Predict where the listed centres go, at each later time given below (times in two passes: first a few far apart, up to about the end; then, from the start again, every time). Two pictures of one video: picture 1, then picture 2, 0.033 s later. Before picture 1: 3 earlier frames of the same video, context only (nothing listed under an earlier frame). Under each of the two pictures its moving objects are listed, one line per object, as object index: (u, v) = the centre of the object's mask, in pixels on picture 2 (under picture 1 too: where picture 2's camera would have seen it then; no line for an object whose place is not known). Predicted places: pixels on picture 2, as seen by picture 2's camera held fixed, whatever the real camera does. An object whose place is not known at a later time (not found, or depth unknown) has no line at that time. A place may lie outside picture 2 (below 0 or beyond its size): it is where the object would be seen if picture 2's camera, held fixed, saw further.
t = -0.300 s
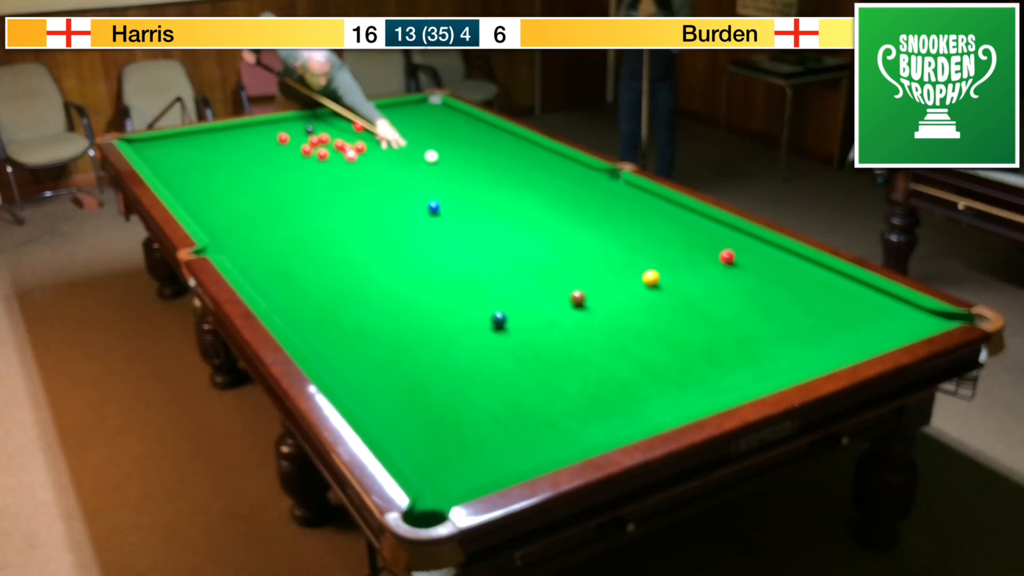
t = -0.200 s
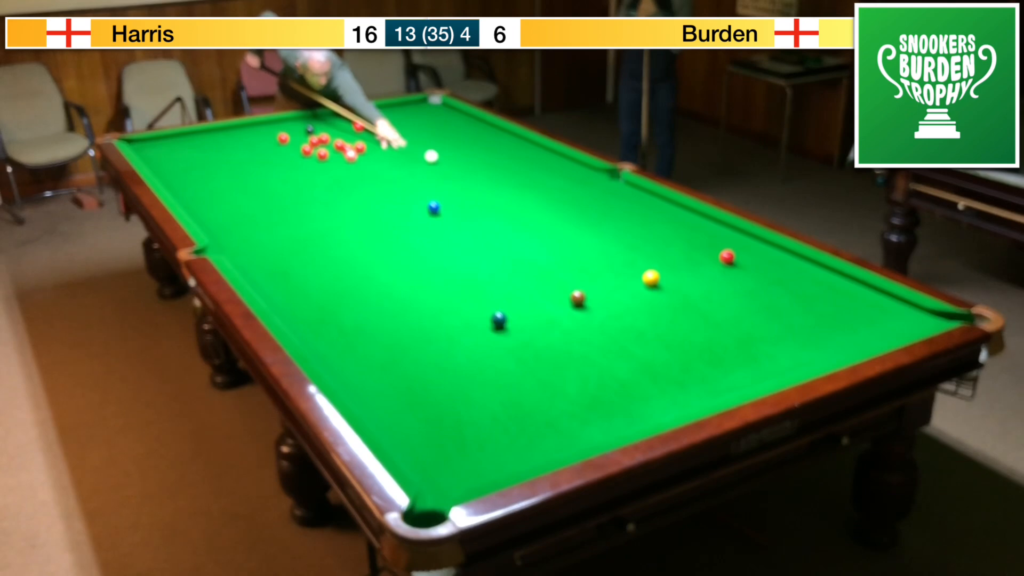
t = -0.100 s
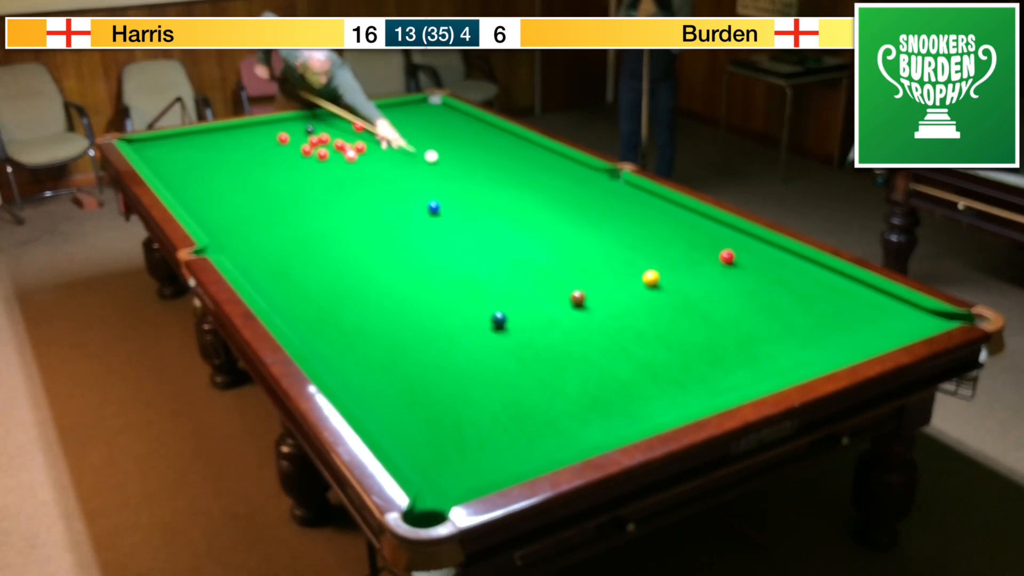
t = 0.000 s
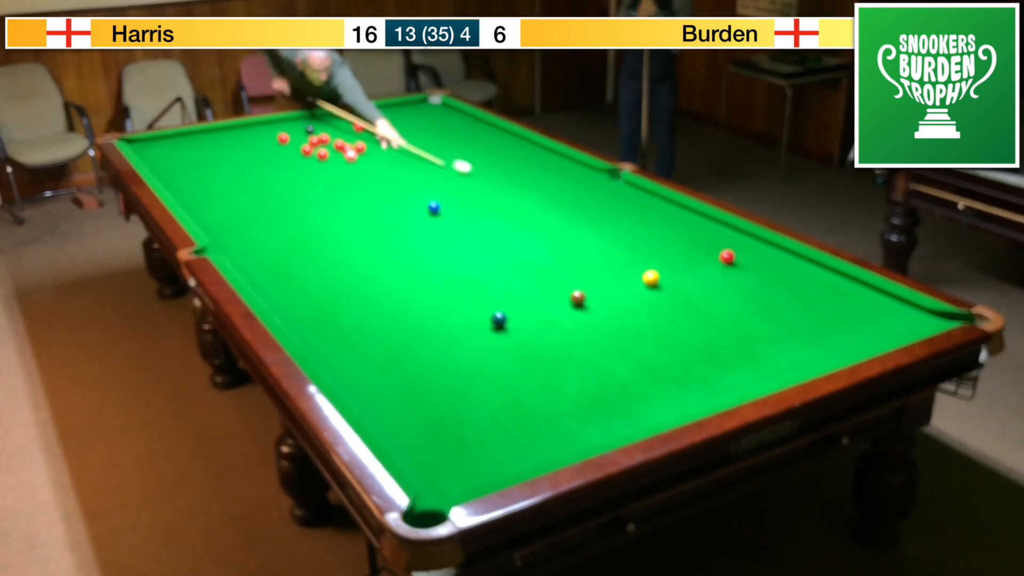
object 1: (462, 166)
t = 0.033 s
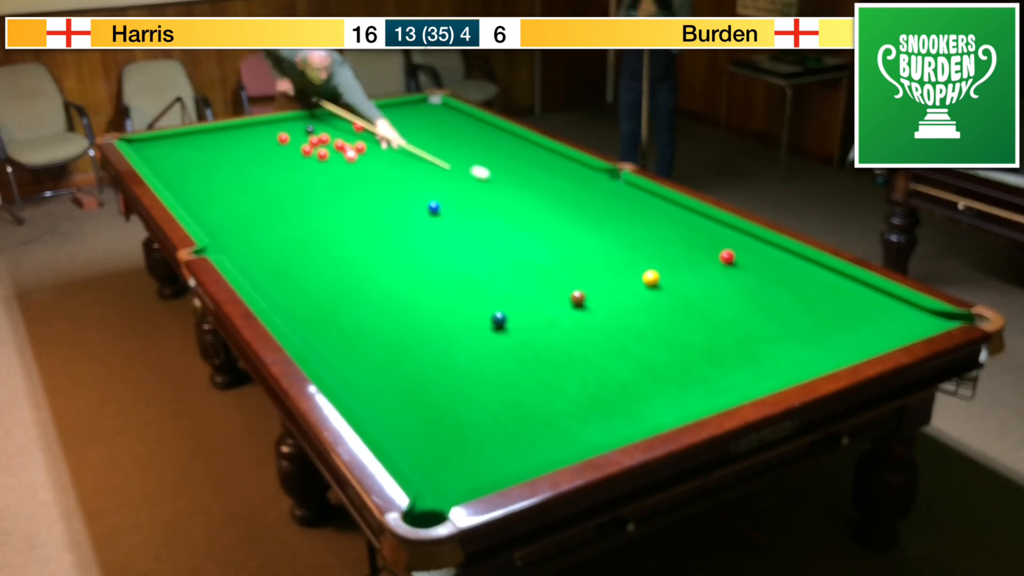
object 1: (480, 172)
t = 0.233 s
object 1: (598, 213)
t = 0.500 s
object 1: (722, 253)
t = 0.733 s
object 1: (751, 260)
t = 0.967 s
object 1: (784, 267)
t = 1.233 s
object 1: (820, 276)
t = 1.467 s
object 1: (851, 284)
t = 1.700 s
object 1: (878, 291)
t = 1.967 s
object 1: (895, 302)
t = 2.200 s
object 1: (909, 312)
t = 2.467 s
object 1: (923, 321)
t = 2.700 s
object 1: (914, 319)
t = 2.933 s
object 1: (903, 316)
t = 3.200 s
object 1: (892, 314)
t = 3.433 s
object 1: (886, 312)
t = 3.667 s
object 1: (881, 311)
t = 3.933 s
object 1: (878, 310)
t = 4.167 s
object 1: (878, 310)
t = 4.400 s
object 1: (878, 310)
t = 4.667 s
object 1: (878, 310)
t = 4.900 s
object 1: (878, 310)
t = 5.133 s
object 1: (878, 310)
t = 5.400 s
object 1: (878, 310)
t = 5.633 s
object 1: (878, 310)
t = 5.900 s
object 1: (878, 310)
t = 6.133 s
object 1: (878, 310)
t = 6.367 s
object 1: (878, 310)
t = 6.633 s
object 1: (878, 310)
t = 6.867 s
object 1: (878, 310)
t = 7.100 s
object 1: (878, 310)
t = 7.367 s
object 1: (878, 310)
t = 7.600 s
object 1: (878, 310)
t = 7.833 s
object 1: (878, 310)
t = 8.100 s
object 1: (878, 310)
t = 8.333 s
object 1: (878, 311)
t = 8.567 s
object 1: (878, 311)
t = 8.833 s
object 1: (878, 311)
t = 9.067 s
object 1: (878, 311)
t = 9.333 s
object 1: (878, 311)
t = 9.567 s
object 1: (878, 311)
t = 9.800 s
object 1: (878, 311)
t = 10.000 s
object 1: (878, 311)
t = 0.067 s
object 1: (499, 179)
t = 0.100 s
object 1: (518, 185)
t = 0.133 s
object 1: (538, 192)
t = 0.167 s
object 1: (557, 199)
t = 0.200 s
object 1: (578, 206)
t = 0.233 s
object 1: (598, 213)
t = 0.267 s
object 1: (620, 220)
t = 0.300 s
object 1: (641, 227)
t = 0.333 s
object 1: (663, 234)
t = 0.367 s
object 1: (686, 242)
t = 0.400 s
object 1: (708, 249)
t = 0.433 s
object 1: (717, 252)
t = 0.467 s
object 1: (719, 252)
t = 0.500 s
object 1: (722, 253)
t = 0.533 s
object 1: (725, 253)
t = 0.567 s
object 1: (728, 254)
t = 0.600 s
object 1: (732, 255)
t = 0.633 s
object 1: (737, 256)
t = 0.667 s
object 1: (742, 257)
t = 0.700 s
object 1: (746, 258)
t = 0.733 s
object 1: (751, 260)
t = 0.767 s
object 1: (756, 261)
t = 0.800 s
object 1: (761, 262)
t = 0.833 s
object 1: (765, 263)
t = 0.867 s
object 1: (770, 264)
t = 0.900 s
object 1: (774, 265)
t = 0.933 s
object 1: (779, 266)
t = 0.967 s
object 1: (784, 267)
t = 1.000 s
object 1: (788, 269)
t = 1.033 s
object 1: (792, 270)
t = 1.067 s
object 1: (797, 271)
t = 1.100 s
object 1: (802, 272)
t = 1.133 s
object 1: (806, 273)
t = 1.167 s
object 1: (811, 274)
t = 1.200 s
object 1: (815, 275)
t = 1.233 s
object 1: (820, 276)
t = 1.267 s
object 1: (824, 277)
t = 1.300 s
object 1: (829, 278)
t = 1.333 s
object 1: (834, 279)
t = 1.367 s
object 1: (838, 280)
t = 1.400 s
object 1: (842, 281)
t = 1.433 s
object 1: (846, 282)
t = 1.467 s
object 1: (851, 284)
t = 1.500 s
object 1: (855, 285)
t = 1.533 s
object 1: (859, 286)
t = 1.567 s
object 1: (864, 287)
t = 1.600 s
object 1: (868, 288)
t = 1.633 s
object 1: (872, 288)
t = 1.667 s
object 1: (876, 290)
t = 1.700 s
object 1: (878, 291)
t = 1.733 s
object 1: (880, 293)
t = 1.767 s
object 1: (882, 294)
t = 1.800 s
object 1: (884, 295)
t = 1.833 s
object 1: (886, 297)
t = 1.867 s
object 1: (889, 298)
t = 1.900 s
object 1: (890, 300)
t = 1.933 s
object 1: (893, 301)
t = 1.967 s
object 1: (895, 302)
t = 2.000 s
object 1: (897, 304)
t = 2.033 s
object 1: (899, 305)
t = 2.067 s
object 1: (901, 307)
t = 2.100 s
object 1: (903, 308)
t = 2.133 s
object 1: (905, 309)
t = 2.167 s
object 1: (907, 311)
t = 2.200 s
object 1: (909, 312)
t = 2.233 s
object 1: (911, 313)
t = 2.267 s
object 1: (913, 315)
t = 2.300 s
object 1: (915, 316)
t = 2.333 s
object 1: (916, 317)
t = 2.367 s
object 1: (918, 318)
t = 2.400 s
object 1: (920, 319)
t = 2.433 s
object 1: (921, 320)
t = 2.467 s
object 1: (923, 321)
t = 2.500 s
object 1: (924, 321)
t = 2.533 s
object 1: (922, 321)
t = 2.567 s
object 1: (920, 320)
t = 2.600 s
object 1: (918, 320)
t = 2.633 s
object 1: (916, 319)
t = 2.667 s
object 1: (915, 319)
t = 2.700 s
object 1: (914, 319)
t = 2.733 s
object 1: (912, 319)
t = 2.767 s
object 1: (910, 318)
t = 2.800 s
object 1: (909, 318)
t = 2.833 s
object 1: (908, 318)
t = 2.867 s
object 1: (906, 317)
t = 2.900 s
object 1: (905, 317)
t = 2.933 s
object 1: (903, 316)
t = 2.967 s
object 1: (902, 316)
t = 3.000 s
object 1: (900, 316)
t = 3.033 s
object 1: (899, 316)
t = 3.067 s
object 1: (897, 315)
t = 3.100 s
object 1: (896, 315)
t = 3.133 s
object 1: (895, 315)
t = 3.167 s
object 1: (894, 314)
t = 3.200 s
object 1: (892, 314)
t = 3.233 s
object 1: (891, 314)
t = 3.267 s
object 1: (890, 313)
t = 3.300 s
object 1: (889, 313)
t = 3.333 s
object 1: (888, 313)
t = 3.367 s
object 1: (887, 313)
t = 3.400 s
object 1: (886, 313)
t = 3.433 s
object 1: (886, 312)
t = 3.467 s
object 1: (885, 312)
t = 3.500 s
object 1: (884, 312)
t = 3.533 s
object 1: (883, 312)
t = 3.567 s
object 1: (882, 312)
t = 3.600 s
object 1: (882, 311)
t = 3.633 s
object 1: (881, 311)
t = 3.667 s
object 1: (881, 311)
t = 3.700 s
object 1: (880, 311)
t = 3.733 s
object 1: (880, 311)
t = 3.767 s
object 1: (880, 311)
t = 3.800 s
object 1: (879, 311)
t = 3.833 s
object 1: (879, 310)
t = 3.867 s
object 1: (879, 310)
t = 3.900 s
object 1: (878, 310)
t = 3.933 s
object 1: (878, 310)
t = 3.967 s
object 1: (878, 310)
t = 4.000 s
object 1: (878, 310)
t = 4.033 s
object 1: (878, 310)
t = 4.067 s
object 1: (878, 310)
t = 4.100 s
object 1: (878, 310)
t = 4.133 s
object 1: (878, 310)
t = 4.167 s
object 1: (878, 310)
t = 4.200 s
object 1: (878, 310)
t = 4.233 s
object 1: (878, 310)
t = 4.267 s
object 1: (878, 310)
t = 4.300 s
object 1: (878, 310)
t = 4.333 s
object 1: (878, 310)
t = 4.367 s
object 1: (878, 310)
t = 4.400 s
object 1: (878, 310)
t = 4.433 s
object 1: (878, 310)
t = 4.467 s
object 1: (878, 310)
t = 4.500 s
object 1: (878, 310)
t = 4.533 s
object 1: (878, 310)
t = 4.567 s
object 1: (878, 310)
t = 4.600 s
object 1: (878, 310)
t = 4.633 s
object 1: (878, 310)
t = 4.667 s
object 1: (878, 310)
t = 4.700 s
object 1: (878, 310)
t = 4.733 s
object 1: (878, 310)
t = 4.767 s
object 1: (878, 310)
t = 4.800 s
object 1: (878, 310)
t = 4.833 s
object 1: (878, 310)
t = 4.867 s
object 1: (878, 310)
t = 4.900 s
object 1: (878, 310)
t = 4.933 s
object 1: (878, 310)
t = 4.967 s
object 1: (878, 310)
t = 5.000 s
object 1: (878, 310)
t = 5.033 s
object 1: (878, 310)
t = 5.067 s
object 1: (878, 310)
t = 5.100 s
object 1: (878, 311)
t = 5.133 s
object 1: (878, 310)
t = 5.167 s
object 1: (878, 310)
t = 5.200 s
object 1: (878, 310)
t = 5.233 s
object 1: (878, 310)
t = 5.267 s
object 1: (878, 310)
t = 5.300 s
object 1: (878, 310)
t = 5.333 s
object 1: (878, 310)
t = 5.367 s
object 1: (878, 310)
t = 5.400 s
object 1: (878, 310)
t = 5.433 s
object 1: (878, 310)
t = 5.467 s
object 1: (878, 310)
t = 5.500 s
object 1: (878, 310)
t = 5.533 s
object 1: (878, 310)
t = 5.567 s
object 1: (878, 310)
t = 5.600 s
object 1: (878, 310)
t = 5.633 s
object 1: (878, 310)
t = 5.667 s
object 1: (878, 310)
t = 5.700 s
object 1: (878, 310)
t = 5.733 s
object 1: (878, 310)
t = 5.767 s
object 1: (878, 310)
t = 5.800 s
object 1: (878, 310)
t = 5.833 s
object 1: (878, 310)
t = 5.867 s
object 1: (878, 310)
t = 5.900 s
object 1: (878, 310)
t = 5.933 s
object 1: (878, 310)
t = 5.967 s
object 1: (878, 310)
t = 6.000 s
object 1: (878, 311)
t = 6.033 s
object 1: (878, 310)
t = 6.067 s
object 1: (878, 310)
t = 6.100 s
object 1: (878, 310)
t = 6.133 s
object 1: (878, 310)
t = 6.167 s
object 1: (878, 310)
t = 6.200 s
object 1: (878, 310)
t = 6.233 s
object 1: (878, 310)
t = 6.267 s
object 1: (878, 310)
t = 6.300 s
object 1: (878, 310)
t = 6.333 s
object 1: (878, 310)
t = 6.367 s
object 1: (878, 310)
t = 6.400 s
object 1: (878, 310)
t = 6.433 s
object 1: (878, 310)
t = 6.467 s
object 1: (878, 310)
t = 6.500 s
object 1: (878, 310)
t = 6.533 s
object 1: (878, 310)
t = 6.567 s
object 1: (878, 310)
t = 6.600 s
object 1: (878, 310)
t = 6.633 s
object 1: (878, 310)
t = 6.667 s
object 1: (878, 310)
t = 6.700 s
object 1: (878, 310)
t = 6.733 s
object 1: (878, 310)
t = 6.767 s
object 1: (878, 310)
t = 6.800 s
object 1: (878, 310)
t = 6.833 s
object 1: (878, 310)
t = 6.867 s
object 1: (878, 310)
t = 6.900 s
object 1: (878, 310)
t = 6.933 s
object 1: (878, 310)
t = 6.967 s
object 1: (878, 310)
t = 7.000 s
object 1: (878, 310)
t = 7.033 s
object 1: (878, 310)
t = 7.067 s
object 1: (878, 310)
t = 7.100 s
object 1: (878, 310)
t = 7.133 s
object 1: (878, 310)
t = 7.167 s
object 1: (878, 310)
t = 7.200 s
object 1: (878, 310)
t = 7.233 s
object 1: (878, 310)
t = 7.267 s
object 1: (878, 310)
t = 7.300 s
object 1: (878, 310)
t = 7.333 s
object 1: (878, 310)
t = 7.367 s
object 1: (878, 310)
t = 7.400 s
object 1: (878, 310)
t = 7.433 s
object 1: (878, 310)
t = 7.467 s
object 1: (878, 310)
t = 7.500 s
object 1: (878, 310)
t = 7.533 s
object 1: (878, 310)
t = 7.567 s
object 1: (878, 310)
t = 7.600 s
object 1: (878, 310)
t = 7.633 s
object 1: (878, 310)
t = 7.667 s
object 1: (878, 310)
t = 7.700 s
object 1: (878, 310)
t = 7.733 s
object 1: (878, 310)
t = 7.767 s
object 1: (878, 310)
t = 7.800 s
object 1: (878, 310)
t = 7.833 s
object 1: (878, 310)
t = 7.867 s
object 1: (878, 310)
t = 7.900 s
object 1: (878, 310)
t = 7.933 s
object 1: (878, 310)
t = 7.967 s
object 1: (878, 310)
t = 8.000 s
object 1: (878, 310)
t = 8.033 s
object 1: (878, 310)
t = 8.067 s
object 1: (878, 310)
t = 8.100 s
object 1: (878, 310)
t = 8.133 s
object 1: (878, 310)
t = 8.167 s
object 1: (878, 310)
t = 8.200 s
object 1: (878, 311)
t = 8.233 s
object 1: (878, 311)
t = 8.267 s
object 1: (878, 311)
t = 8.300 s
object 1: (878, 311)
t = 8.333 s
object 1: (878, 311)
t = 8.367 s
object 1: (878, 311)
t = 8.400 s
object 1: (878, 311)
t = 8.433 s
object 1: (878, 311)
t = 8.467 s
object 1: (878, 311)
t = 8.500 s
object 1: (878, 311)
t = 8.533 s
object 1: (878, 311)
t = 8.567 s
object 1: (878, 311)
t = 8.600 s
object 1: (878, 311)
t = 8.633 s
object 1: (878, 310)
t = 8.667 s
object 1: (878, 310)
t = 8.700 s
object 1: (878, 311)
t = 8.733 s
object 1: (878, 311)
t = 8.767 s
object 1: (878, 311)
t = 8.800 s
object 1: (878, 311)
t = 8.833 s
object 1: (878, 311)
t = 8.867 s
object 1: (878, 311)
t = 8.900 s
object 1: (878, 311)
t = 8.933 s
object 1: (878, 311)
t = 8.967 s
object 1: (878, 311)
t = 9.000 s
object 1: (878, 311)
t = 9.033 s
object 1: (878, 311)
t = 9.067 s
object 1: (878, 311)
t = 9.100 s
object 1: (878, 311)
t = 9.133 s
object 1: (878, 311)
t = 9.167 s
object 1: (878, 311)
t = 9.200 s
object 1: (878, 311)
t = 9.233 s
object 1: (878, 311)
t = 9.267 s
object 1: (878, 311)
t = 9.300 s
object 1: (878, 311)
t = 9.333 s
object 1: (878, 311)
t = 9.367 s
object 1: (878, 311)
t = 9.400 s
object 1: (878, 311)
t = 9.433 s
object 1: (878, 311)
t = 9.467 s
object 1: (878, 311)
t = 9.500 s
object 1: (878, 311)
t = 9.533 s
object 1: (878, 311)
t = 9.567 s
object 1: (878, 311)
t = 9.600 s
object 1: (878, 311)
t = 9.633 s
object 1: (878, 311)
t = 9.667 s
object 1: (878, 311)
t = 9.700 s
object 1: (878, 311)
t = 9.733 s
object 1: (878, 311)
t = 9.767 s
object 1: (878, 311)
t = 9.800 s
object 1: (878, 311)
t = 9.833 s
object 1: (878, 311)
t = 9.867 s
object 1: (878, 311)
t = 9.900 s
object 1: (878, 311)
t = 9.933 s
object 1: (878, 311)
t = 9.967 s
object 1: (878, 311)
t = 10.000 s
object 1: (878, 311)
